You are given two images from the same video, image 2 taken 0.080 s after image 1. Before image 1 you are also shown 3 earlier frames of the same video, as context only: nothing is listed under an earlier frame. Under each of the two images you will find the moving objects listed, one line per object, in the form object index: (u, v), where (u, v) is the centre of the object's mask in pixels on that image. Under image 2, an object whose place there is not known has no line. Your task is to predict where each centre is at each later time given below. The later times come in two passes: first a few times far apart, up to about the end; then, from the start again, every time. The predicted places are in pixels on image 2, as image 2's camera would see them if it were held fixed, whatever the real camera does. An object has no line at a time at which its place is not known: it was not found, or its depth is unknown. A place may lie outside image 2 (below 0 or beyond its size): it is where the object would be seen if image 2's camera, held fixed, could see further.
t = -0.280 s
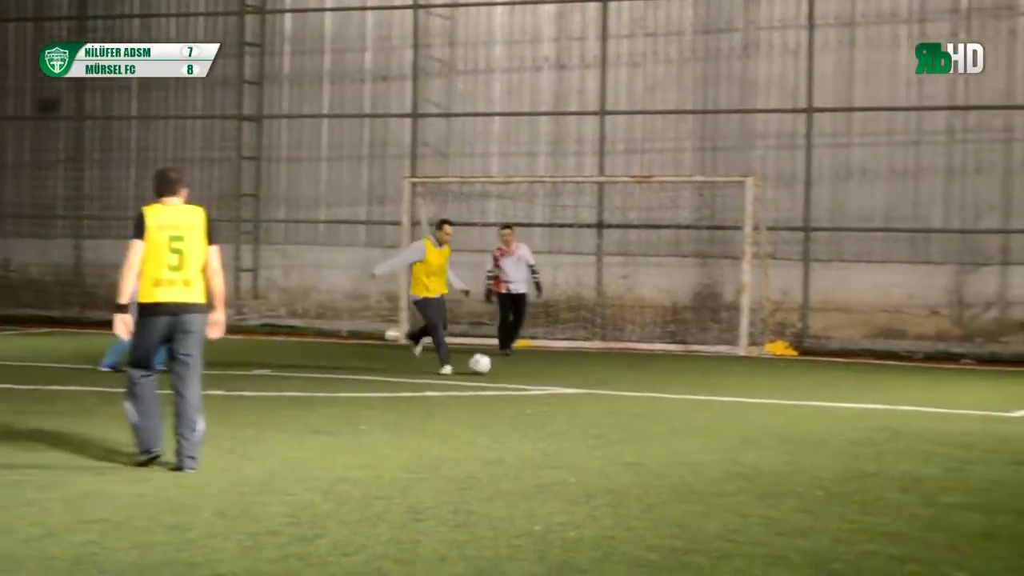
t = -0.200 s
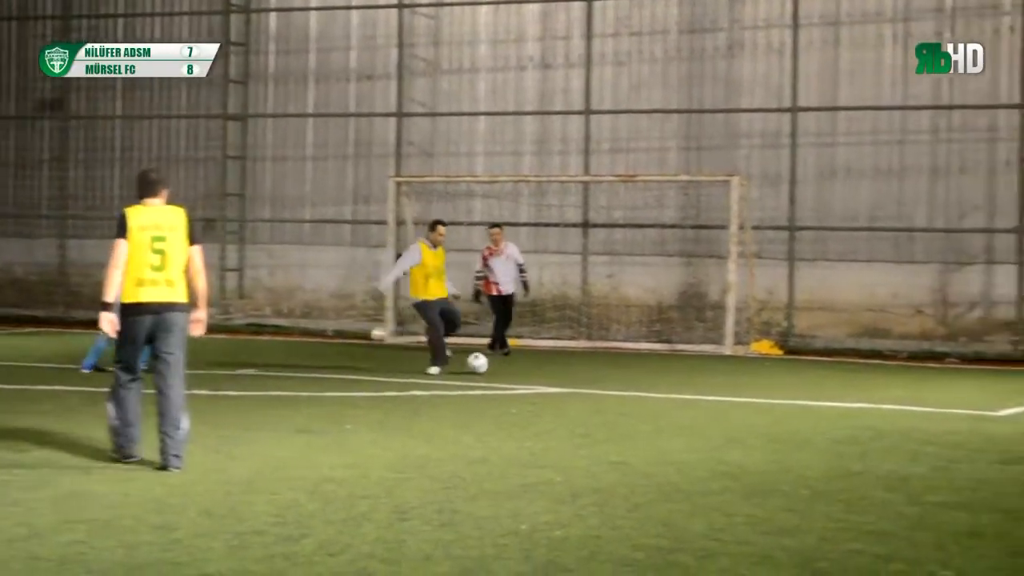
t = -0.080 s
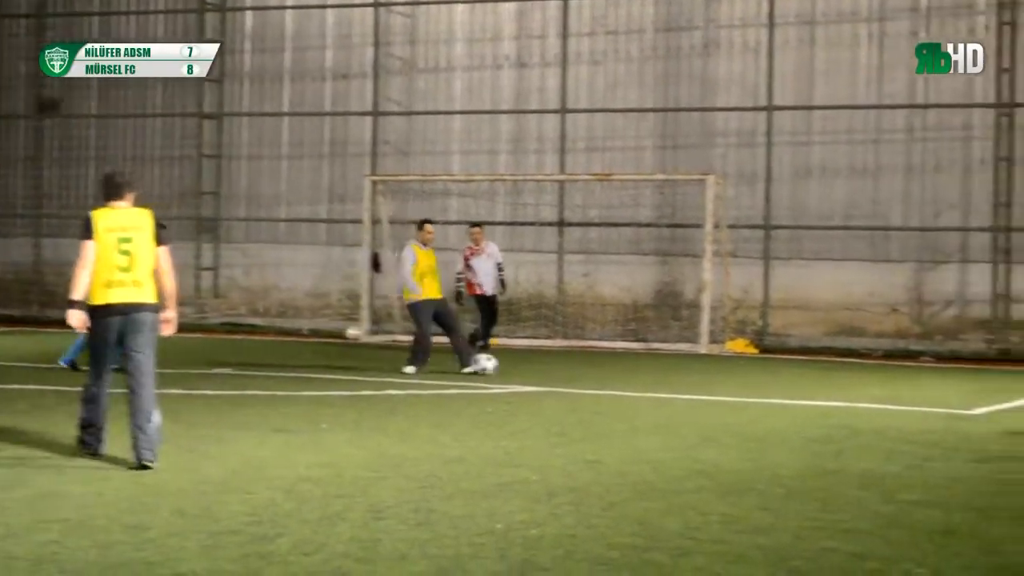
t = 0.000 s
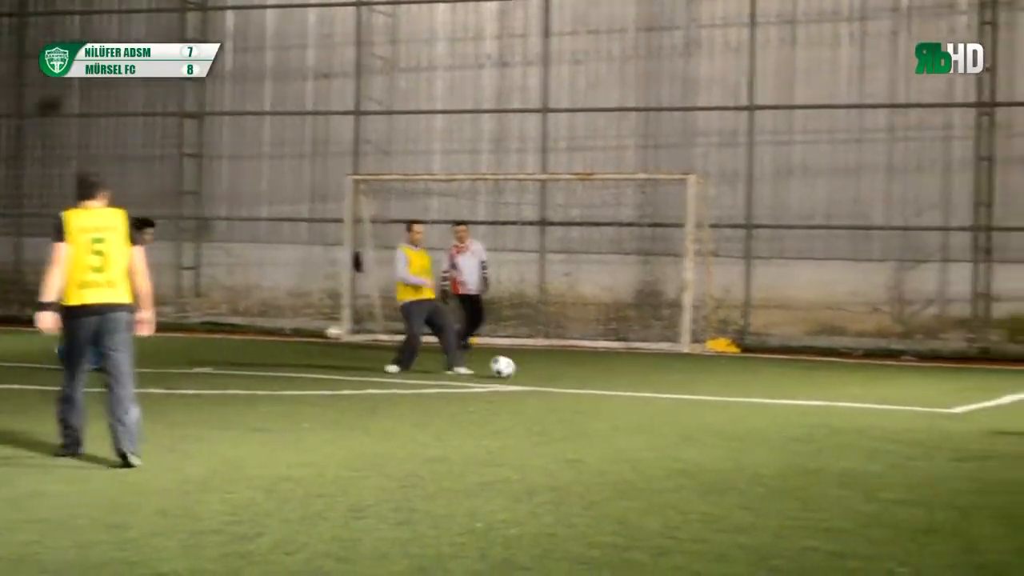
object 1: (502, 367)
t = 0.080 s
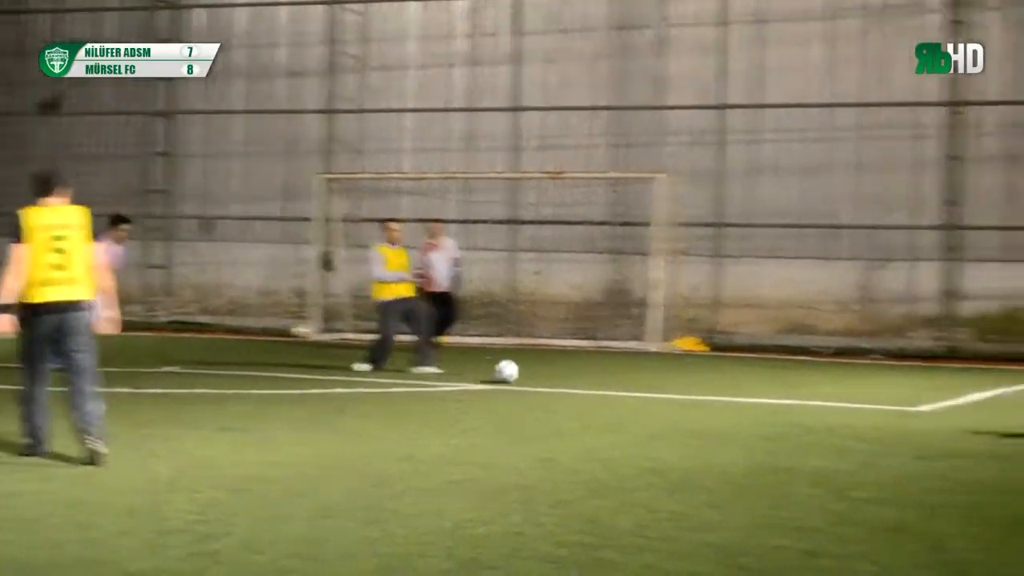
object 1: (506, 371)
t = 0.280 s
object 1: (597, 383)
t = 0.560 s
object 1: (710, 389)
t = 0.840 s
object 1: (816, 404)
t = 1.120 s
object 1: (933, 425)
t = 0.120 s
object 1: (525, 374)
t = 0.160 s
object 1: (543, 377)
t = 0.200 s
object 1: (559, 378)
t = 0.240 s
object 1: (579, 379)
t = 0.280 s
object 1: (597, 383)
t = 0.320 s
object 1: (613, 383)
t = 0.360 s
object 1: (630, 384)
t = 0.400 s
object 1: (646, 386)
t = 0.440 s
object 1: (663, 390)
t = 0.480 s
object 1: (681, 392)
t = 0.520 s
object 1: (695, 390)
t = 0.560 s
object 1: (710, 389)
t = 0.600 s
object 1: (724, 389)
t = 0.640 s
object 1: (739, 393)
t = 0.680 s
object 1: (754, 397)
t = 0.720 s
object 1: (772, 404)
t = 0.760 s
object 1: (789, 404)
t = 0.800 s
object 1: (802, 404)
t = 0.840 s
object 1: (816, 404)
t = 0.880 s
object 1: (831, 407)
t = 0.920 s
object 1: (844, 413)
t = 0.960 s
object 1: (860, 417)
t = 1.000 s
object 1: (878, 419)
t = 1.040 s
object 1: (896, 421)
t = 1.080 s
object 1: (915, 423)
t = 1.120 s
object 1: (933, 425)
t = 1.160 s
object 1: (952, 430)
